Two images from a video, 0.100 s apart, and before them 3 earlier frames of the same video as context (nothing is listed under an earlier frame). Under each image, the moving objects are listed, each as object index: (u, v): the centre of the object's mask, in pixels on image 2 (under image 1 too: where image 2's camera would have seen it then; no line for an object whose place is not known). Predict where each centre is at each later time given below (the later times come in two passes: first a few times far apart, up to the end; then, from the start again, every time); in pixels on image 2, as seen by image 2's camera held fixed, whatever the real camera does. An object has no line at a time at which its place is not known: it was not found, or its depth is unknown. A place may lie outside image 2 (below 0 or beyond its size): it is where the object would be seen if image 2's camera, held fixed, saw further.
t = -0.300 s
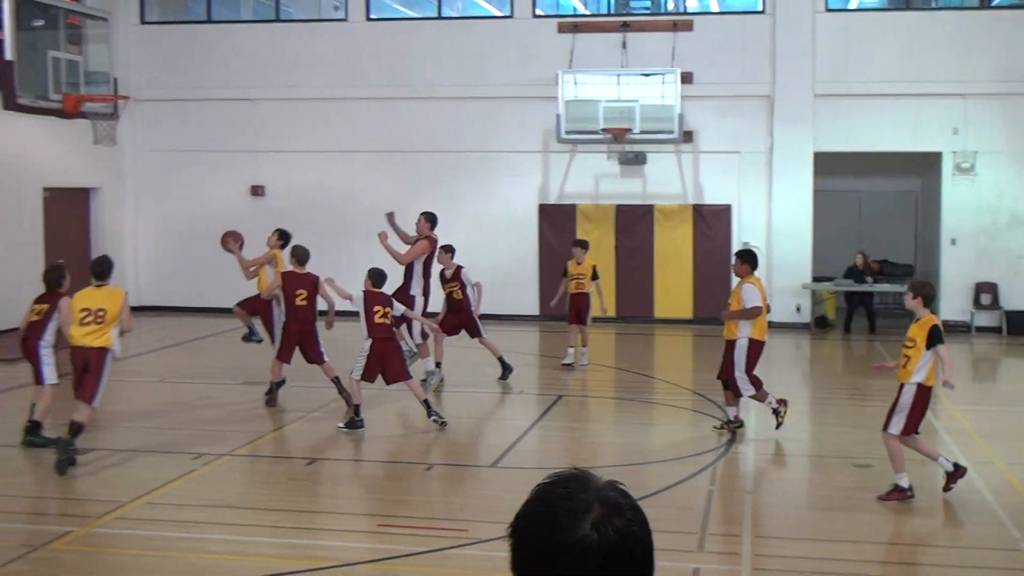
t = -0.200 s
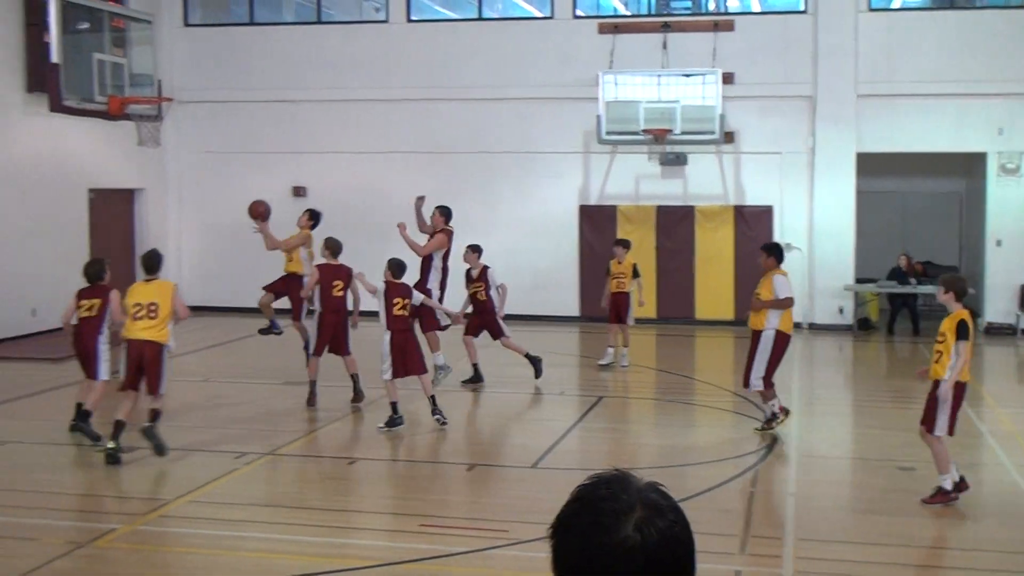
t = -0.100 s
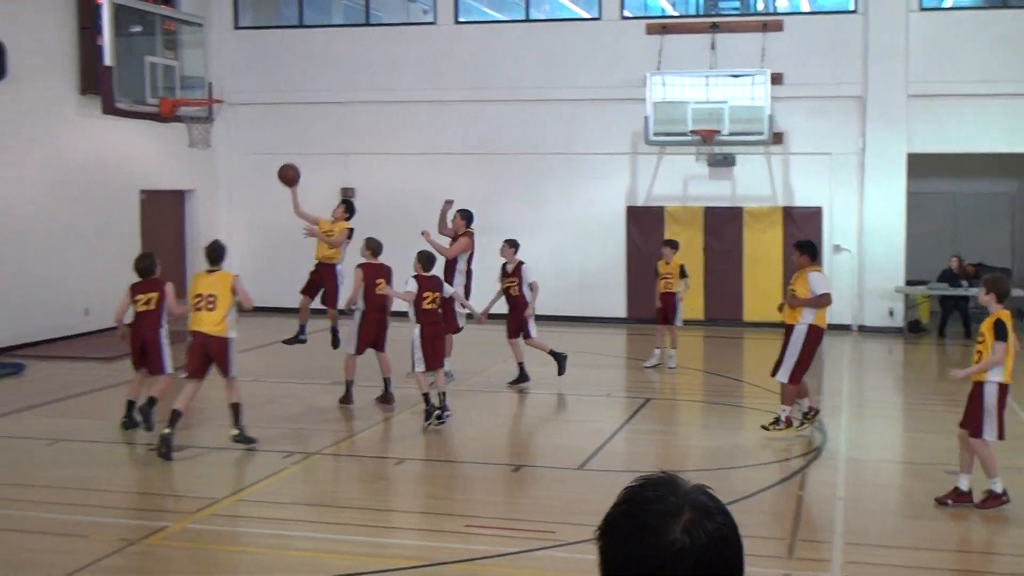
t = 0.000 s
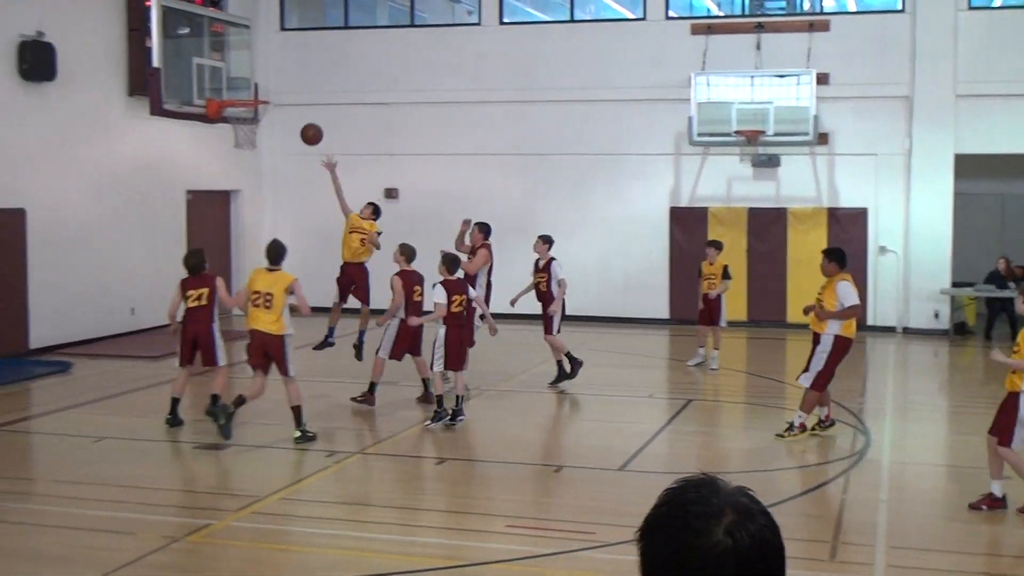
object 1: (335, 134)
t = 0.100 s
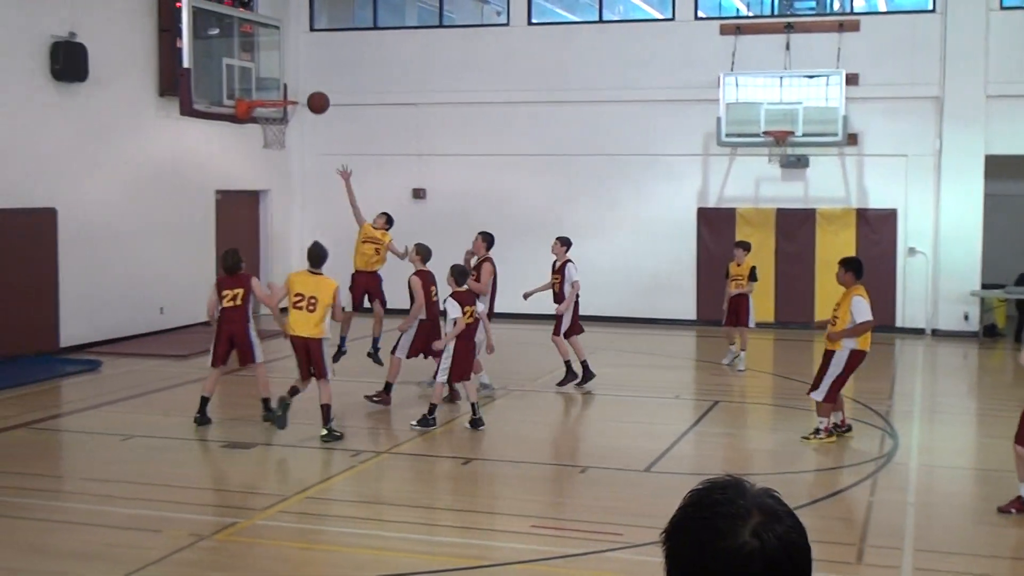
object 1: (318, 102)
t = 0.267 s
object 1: (283, 71)
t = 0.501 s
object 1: (274, 67)
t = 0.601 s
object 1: (281, 81)
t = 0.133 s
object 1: (311, 95)
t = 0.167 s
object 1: (304, 86)
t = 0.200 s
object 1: (297, 82)
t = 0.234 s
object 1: (290, 75)
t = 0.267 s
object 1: (283, 71)
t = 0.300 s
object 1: (276, 68)
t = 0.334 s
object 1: (268, 65)
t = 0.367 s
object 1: (266, 63)
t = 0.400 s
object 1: (268, 63)
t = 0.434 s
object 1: (270, 63)
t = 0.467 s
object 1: (272, 65)
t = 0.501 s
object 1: (274, 67)
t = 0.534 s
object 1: (277, 71)
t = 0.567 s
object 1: (278, 75)
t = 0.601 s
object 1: (281, 81)
